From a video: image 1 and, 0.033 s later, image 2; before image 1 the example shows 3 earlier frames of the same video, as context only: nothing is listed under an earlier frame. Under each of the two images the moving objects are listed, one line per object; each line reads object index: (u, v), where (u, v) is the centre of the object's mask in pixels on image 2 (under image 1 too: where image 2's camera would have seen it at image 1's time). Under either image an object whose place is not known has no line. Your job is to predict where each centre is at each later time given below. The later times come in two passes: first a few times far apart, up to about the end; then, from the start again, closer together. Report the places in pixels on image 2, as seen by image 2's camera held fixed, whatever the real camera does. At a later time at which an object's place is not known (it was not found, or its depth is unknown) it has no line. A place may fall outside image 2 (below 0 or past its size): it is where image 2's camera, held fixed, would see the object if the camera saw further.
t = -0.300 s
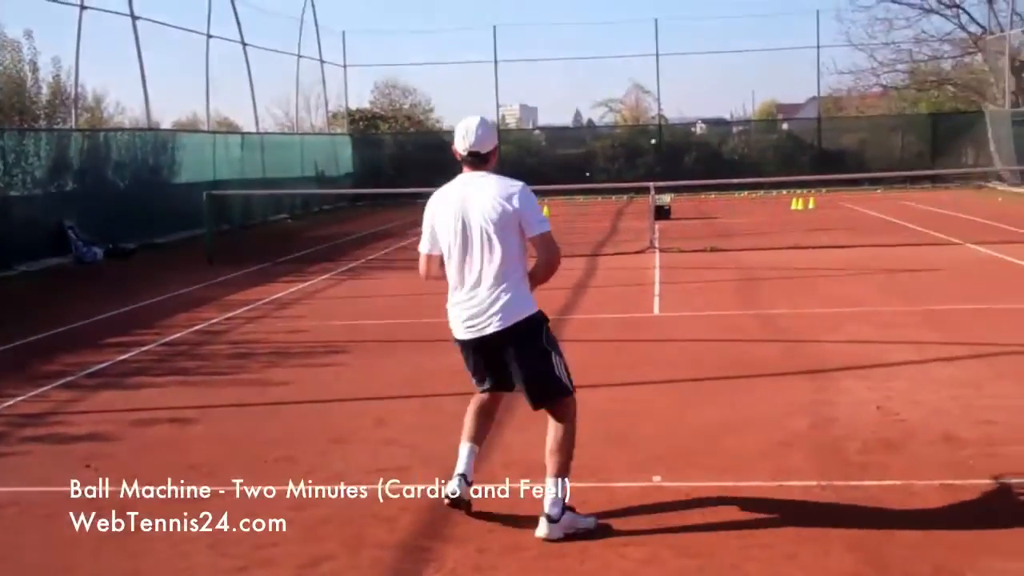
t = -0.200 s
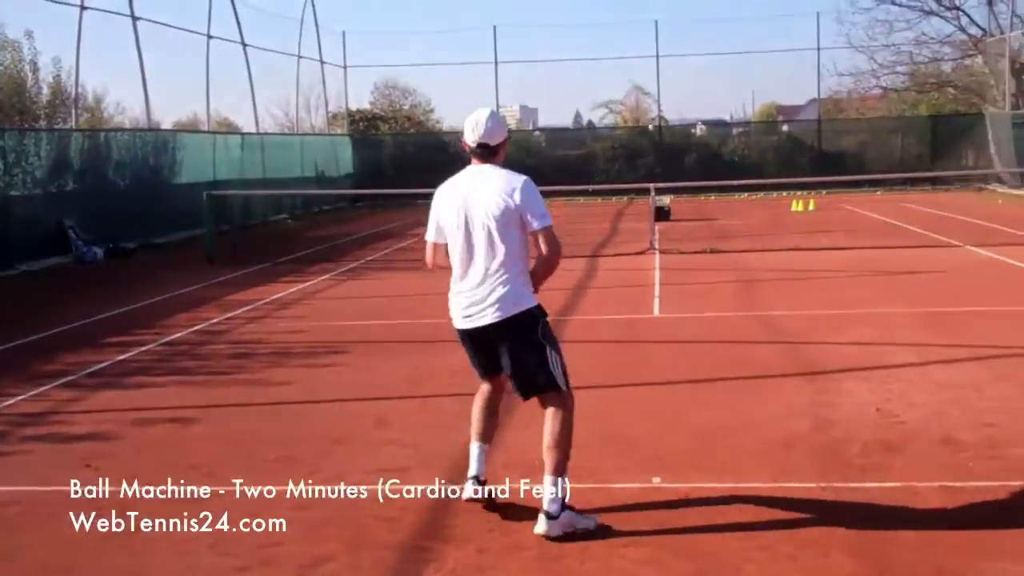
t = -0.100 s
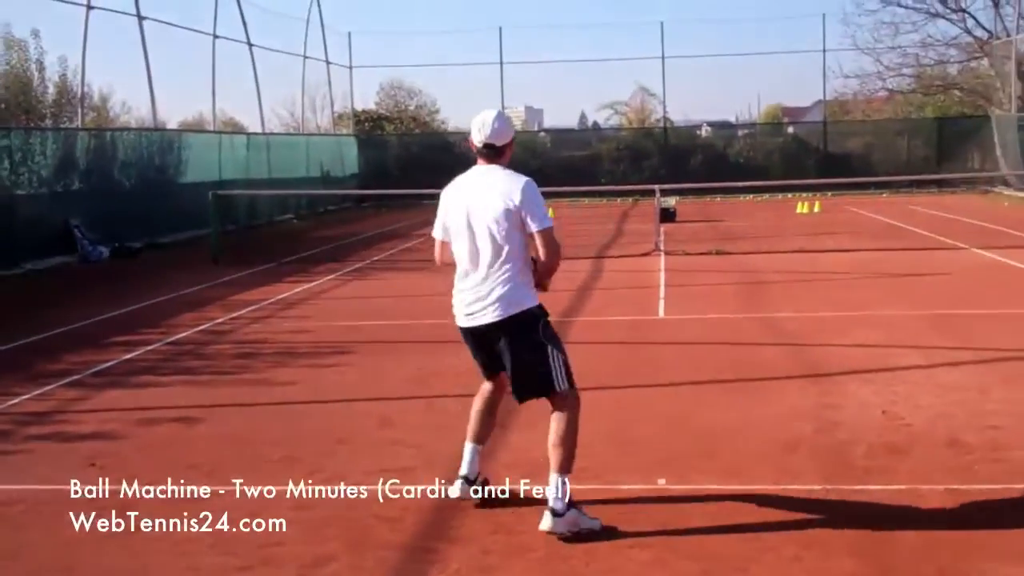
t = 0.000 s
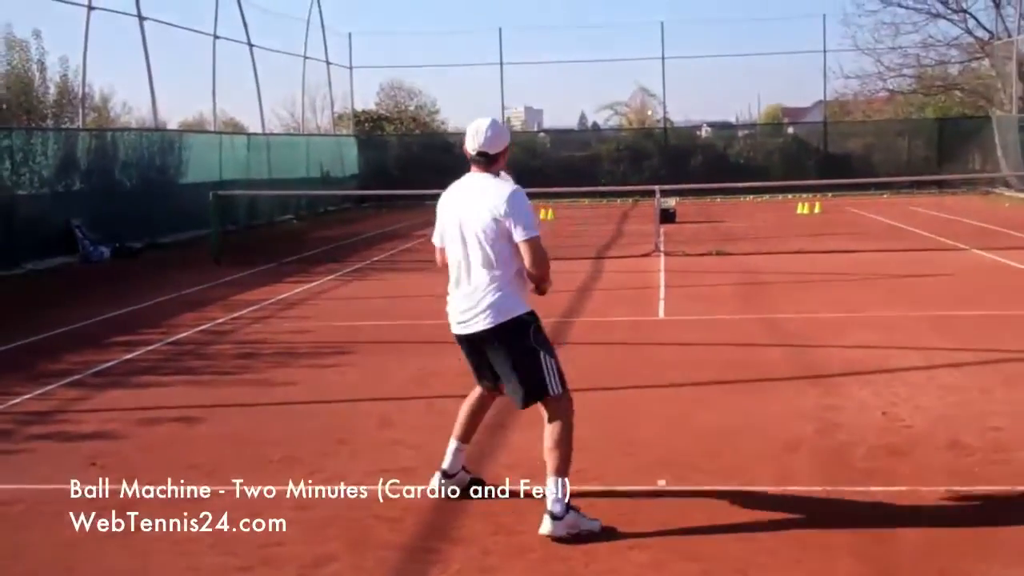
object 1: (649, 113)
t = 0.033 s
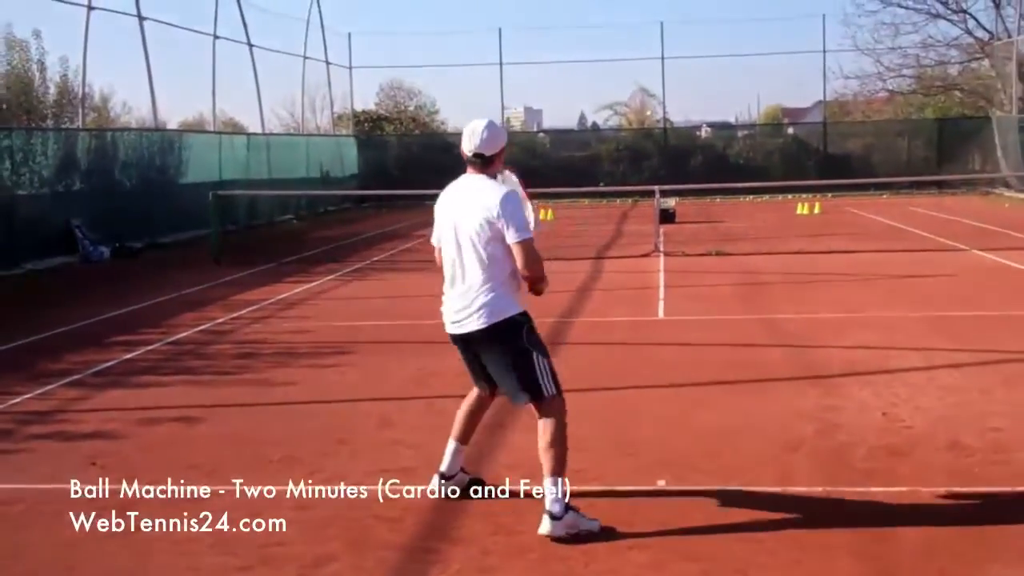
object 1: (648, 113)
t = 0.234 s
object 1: (641, 135)
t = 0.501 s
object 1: (623, 262)
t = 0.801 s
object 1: (598, 286)
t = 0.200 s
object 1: (642, 129)
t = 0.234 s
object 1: (641, 135)
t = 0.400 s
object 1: (631, 198)
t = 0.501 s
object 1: (623, 262)
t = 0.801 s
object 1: (598, 286)
